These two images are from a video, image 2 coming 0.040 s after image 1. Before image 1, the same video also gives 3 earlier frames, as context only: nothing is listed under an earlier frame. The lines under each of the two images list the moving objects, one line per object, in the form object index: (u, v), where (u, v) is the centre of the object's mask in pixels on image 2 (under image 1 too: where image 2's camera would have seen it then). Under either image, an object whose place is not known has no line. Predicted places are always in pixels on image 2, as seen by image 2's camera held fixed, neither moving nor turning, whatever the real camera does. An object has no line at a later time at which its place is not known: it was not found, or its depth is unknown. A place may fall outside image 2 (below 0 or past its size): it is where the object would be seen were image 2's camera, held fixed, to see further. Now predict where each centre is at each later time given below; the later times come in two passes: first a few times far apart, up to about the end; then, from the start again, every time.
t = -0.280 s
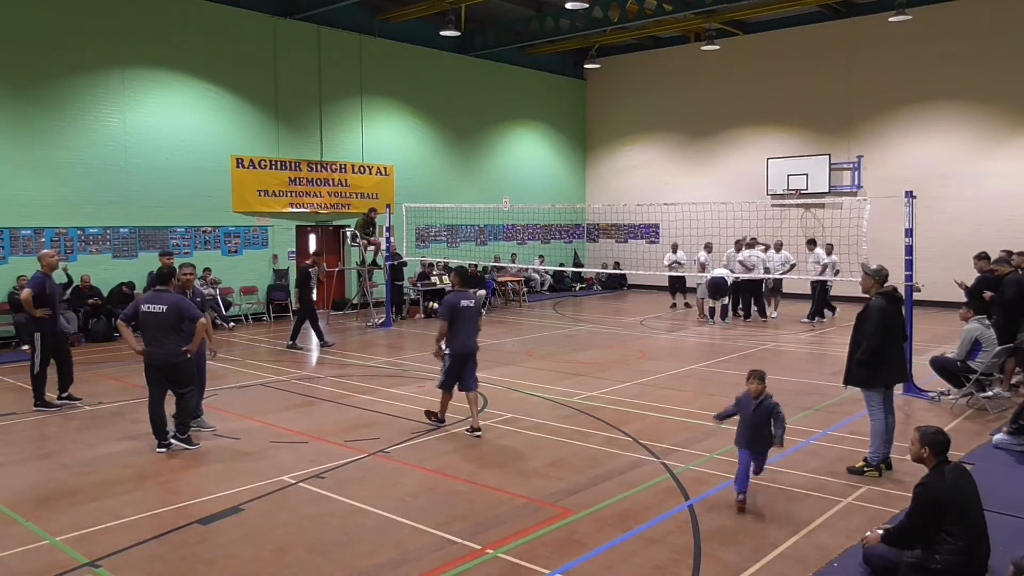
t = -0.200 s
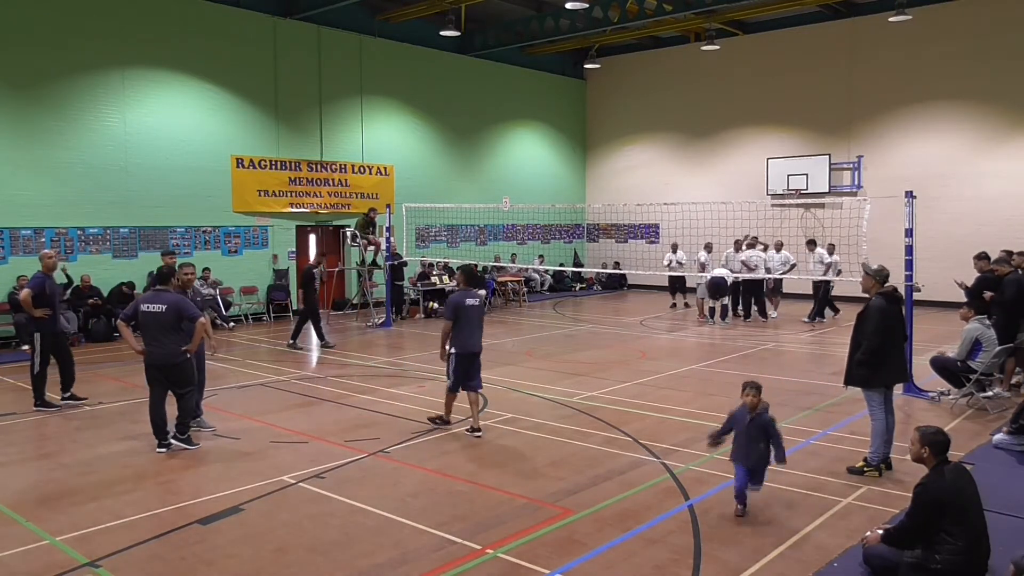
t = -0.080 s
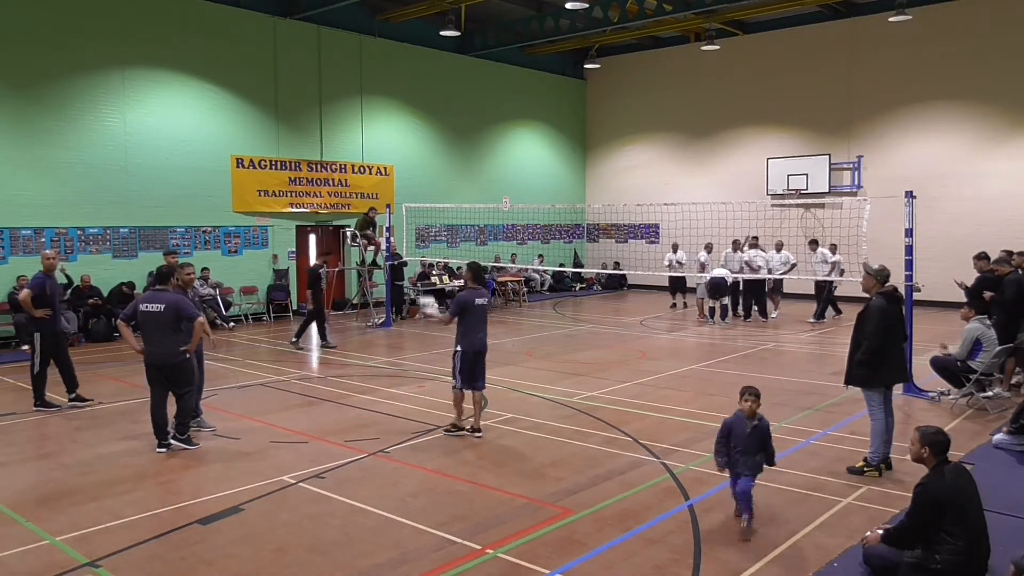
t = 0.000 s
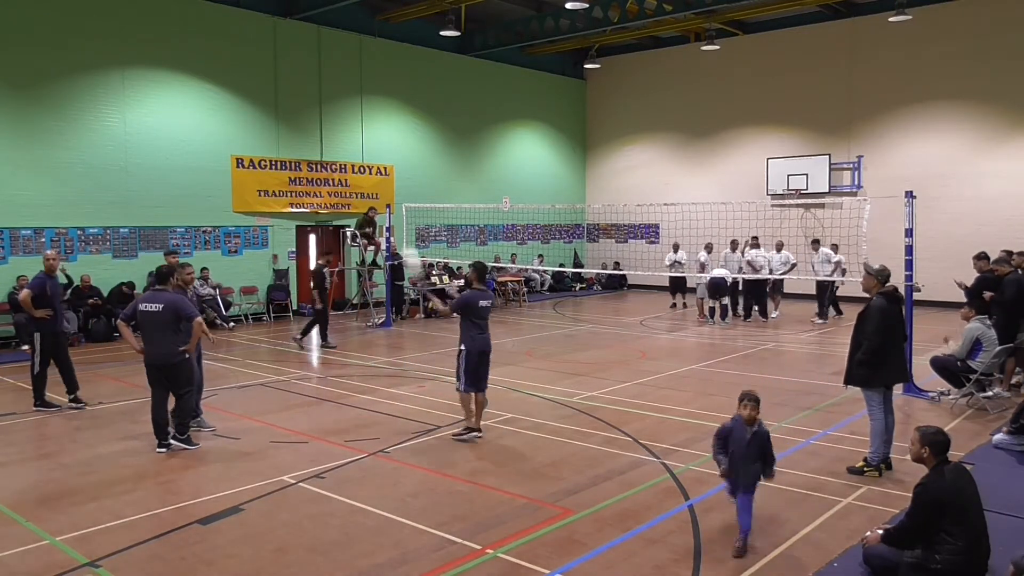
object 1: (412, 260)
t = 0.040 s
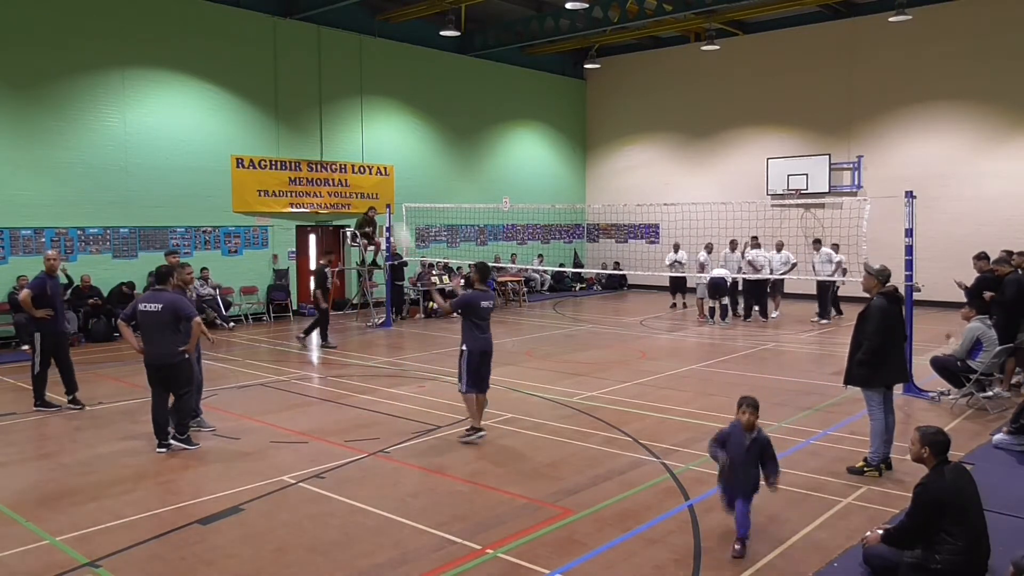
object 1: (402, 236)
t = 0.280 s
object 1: (357, 140)
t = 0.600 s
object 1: (306, 100)
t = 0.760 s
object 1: (284, 111)
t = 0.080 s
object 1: (395, 217)
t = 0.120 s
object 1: (386, 197)
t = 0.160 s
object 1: (379, 180)
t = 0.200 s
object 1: (372, 166)
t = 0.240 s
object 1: (364, 153)
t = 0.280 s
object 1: (357, 140)
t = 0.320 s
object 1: (350, 130)
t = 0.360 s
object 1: (344, 122)
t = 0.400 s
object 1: (336, 114)
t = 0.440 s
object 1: (330, 109)
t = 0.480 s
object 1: (324, 105)
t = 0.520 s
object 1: (318, 102)
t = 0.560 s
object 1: (312, 101)
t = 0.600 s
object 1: (306, 100)
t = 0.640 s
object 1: (300, 101)
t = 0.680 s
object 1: (295, 103)
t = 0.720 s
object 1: (289, 107)
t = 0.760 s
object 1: (284, 111)
